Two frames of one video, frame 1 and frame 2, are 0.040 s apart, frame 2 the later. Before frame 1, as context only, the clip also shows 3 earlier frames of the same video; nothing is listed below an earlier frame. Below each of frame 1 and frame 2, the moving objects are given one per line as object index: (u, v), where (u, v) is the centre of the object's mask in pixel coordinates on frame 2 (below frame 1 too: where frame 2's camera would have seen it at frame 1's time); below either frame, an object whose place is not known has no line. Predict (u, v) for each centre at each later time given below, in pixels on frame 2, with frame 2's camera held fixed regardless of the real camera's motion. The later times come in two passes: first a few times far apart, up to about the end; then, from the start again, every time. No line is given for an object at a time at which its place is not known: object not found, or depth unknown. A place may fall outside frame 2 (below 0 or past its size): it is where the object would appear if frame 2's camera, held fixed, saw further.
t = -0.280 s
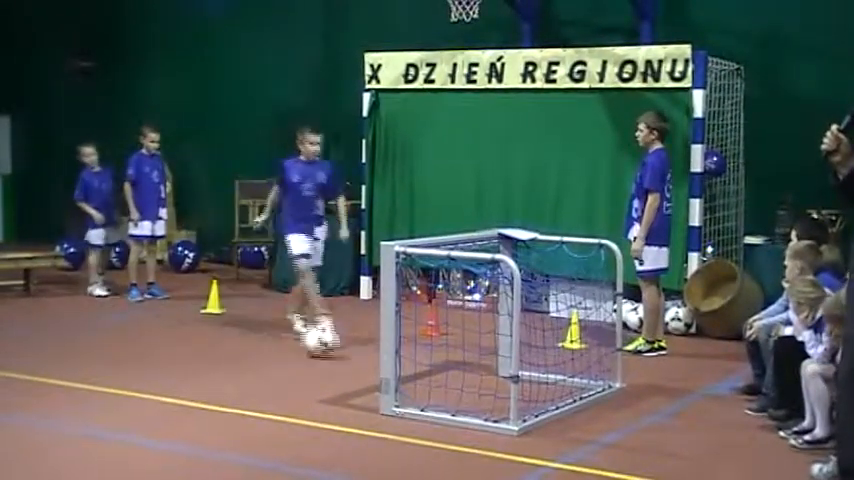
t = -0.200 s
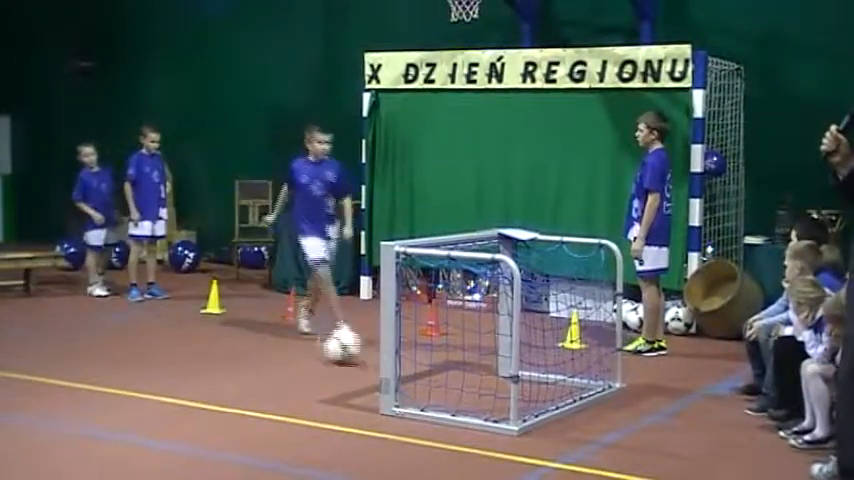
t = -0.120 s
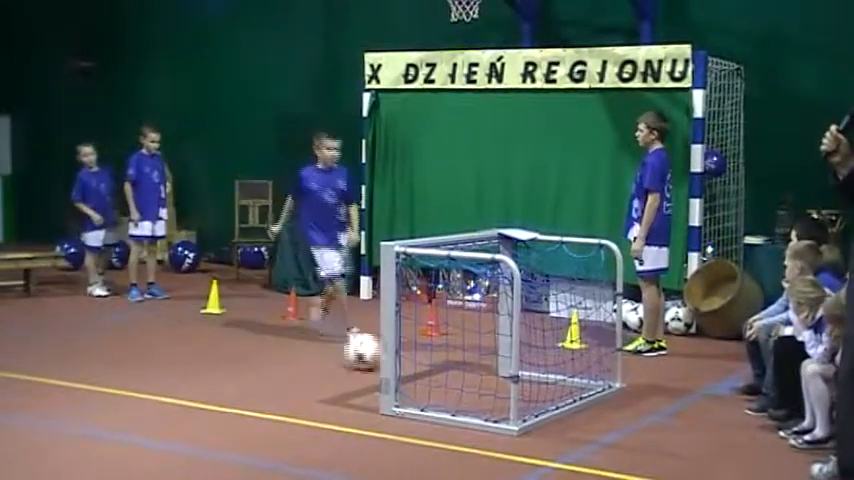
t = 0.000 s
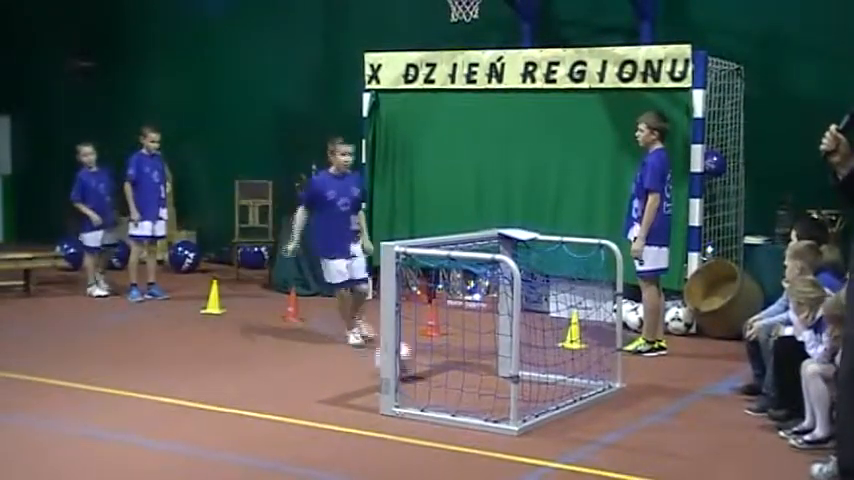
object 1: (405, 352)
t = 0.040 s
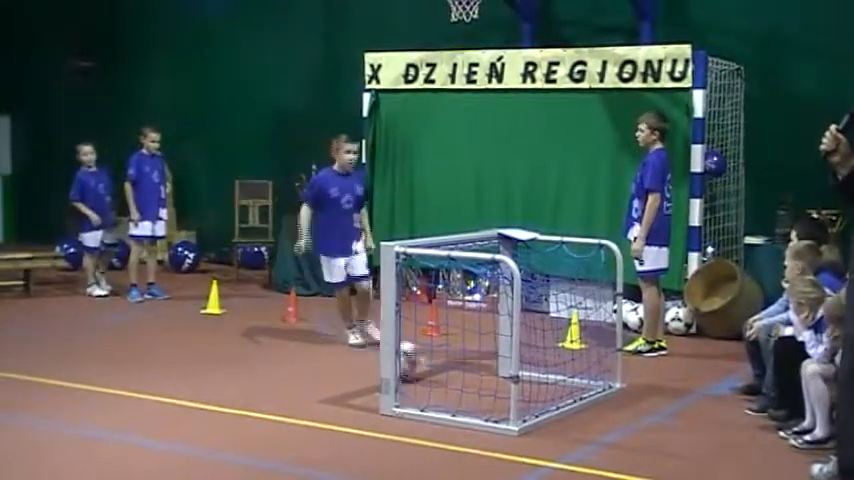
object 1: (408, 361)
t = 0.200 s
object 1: (450, 373)
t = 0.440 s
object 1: (534, 384)
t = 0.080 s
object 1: (417, 362)
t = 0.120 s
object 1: (428, 367)
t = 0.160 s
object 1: (439, 368)
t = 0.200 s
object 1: (450, 373)
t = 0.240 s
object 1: (463, 373)
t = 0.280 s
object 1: (476, 379)
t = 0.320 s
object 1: (489, 381)
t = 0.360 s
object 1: (498, 383)
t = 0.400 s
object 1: (515, 385)
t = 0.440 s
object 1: (534, 384)
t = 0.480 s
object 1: (542, 385)
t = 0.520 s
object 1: (549, 373)
